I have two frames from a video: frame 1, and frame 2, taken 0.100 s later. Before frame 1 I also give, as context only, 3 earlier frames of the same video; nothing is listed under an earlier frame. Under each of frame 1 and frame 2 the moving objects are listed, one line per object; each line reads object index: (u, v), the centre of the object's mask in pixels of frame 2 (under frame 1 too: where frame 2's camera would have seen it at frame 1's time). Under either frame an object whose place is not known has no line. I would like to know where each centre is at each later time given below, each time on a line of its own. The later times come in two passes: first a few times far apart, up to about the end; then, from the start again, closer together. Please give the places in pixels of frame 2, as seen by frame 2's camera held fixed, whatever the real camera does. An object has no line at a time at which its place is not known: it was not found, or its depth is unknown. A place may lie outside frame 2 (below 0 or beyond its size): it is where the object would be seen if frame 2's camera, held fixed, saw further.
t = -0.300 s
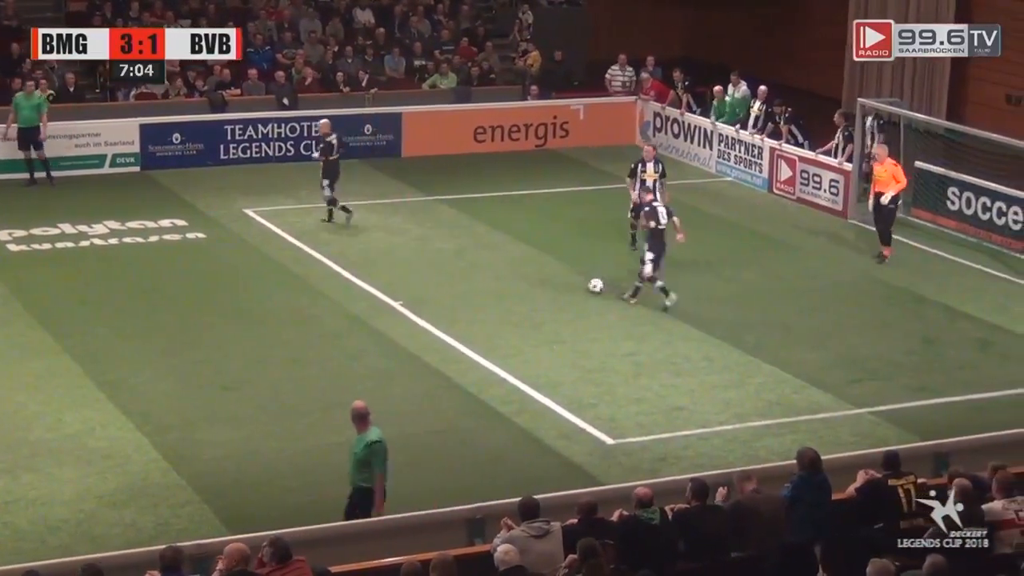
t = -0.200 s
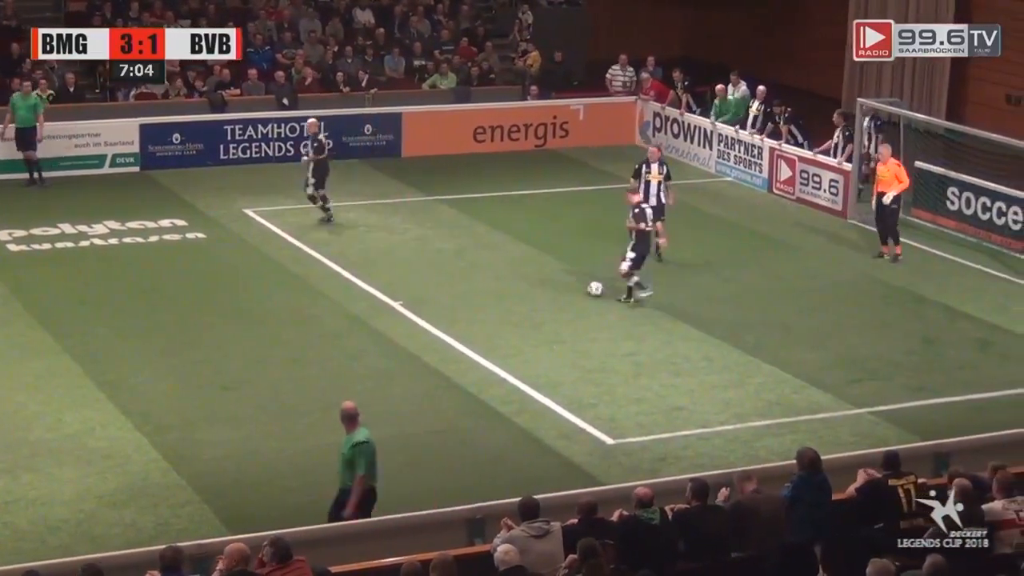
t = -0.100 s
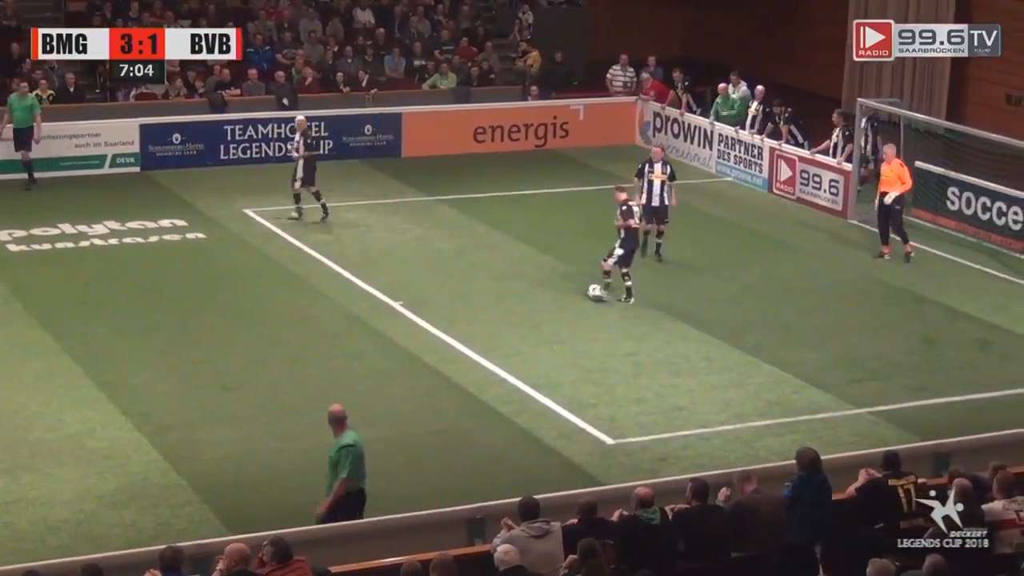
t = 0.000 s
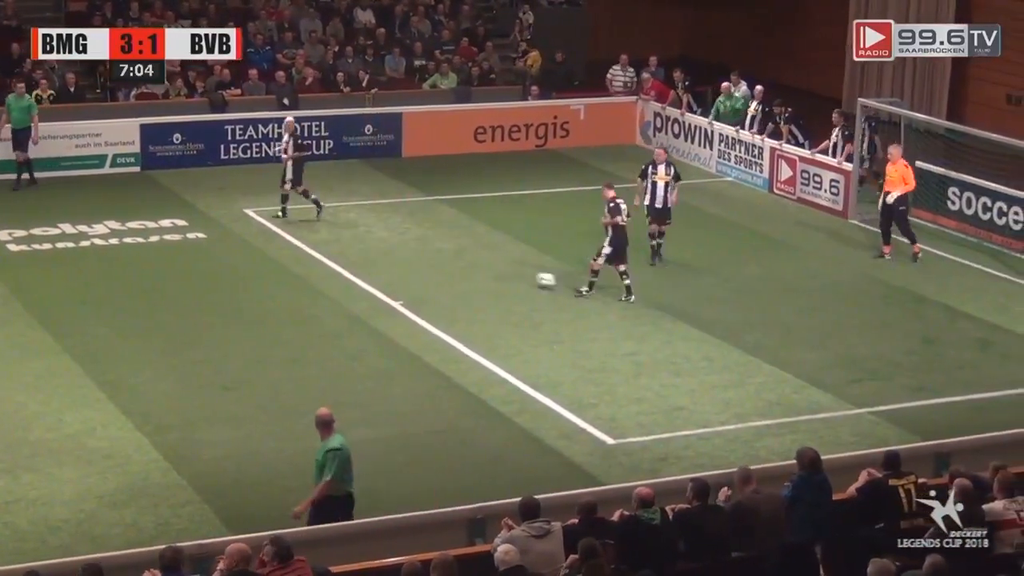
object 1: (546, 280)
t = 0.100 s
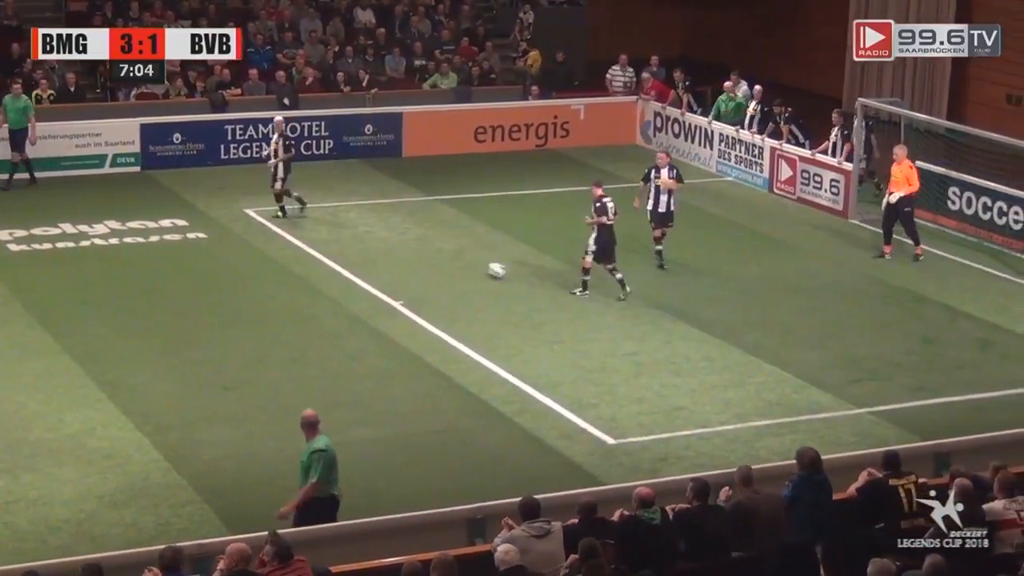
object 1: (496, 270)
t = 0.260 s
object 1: (429, 255)
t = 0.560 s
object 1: (335, 235)
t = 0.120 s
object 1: (488, 268)
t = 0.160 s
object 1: (470, 264)
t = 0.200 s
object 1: (453, 260)
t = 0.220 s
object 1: (445, 259)
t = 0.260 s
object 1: (429, 255)
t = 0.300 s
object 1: (415, 252)
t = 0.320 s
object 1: (408, 250)
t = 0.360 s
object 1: (393, 248)
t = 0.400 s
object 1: (381, 245)
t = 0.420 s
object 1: (375, 243)
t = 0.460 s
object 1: (362, 241)
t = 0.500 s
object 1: (351, 238)
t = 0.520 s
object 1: (346, 237)
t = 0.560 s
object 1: (335, 235)
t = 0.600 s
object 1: (325, 232)
